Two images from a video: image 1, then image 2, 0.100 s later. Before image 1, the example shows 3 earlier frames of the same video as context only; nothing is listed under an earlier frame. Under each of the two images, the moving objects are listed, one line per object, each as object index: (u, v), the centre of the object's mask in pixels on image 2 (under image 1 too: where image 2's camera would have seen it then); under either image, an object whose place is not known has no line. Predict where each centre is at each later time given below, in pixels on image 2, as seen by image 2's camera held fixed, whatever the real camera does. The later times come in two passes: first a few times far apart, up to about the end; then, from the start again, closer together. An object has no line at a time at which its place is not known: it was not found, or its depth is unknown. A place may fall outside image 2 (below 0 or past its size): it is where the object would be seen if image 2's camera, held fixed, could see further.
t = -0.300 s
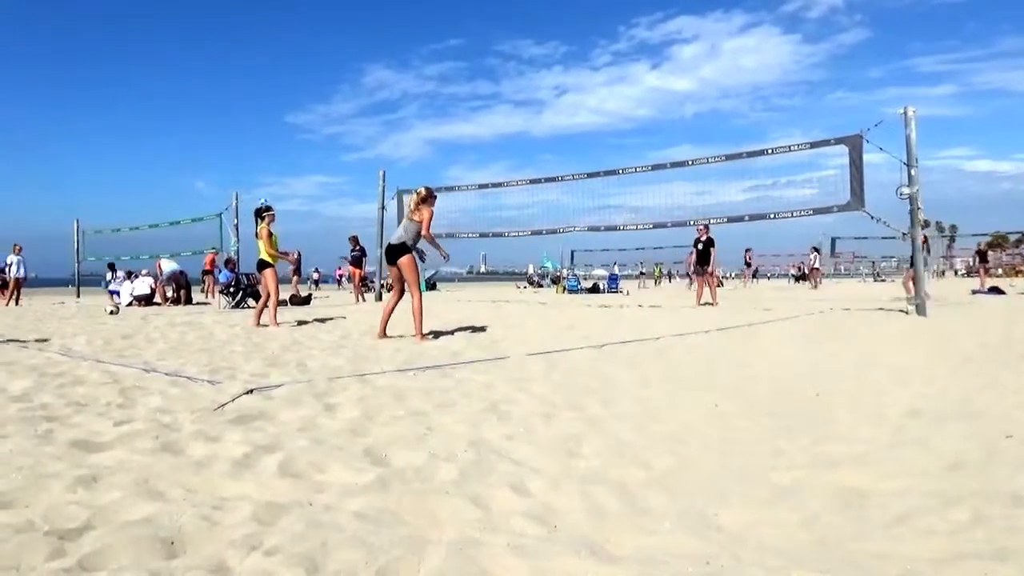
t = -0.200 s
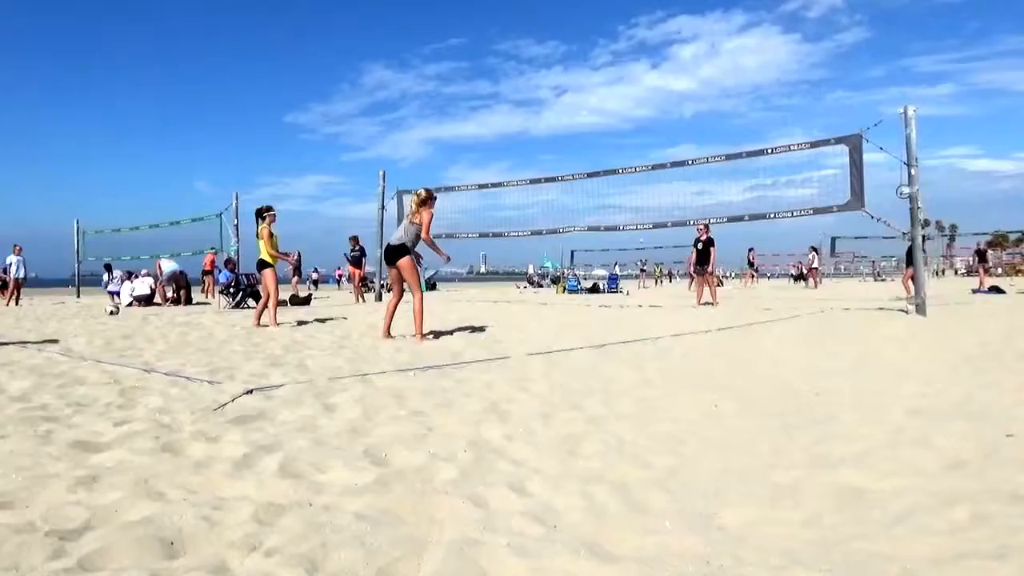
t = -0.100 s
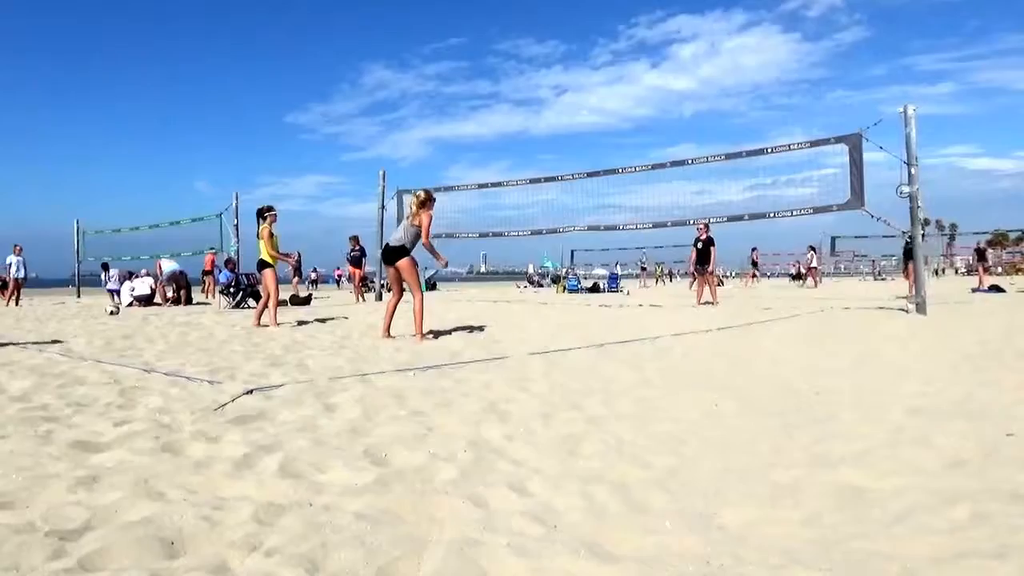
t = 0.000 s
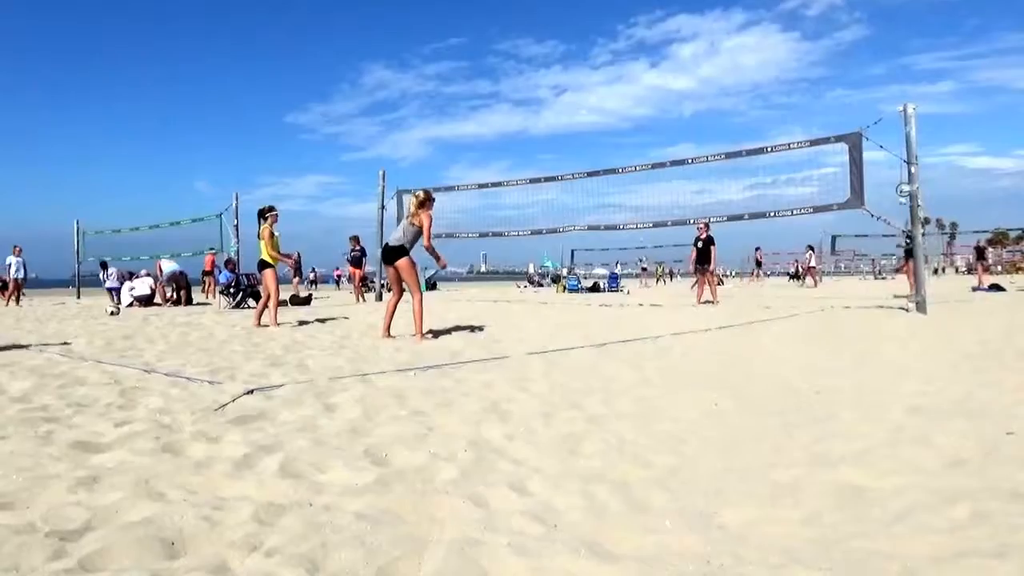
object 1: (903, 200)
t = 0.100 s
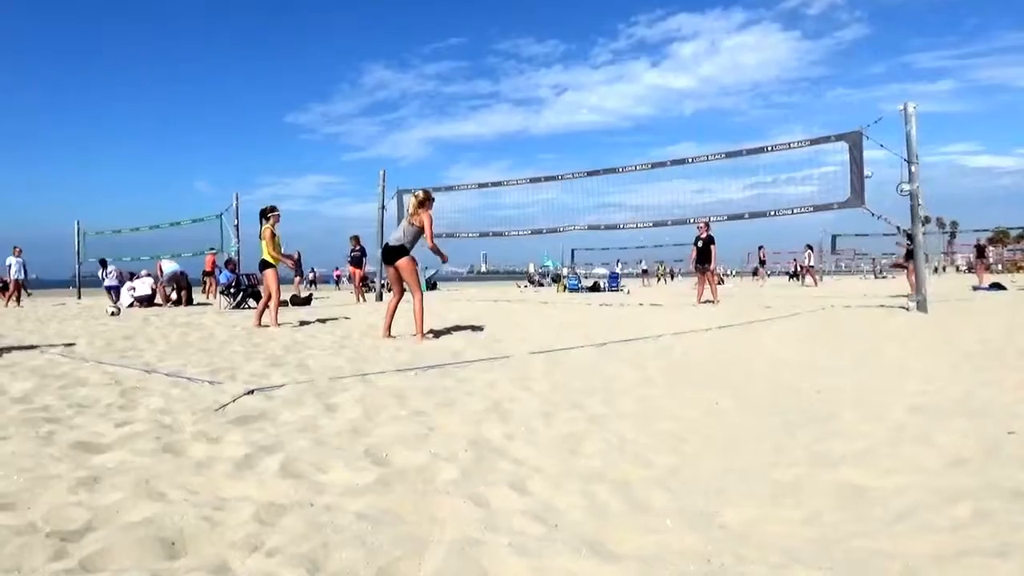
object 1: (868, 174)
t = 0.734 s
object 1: (631, 109)
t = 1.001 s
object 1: (528, 145)
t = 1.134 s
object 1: (474, 178)
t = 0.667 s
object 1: (656, 106)
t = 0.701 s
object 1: (643, 106)
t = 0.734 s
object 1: (631, 109)
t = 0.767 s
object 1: (618, 111)
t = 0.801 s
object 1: (606, 114)
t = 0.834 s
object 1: (593, 118)
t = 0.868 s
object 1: (580, 122)
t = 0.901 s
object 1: (567, 127)
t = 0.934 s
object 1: (554, 132)
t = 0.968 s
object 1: (541, 138)
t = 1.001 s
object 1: (528, 145)
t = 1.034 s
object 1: (514, 152)
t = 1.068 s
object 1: (501, 160)
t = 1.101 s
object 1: (487, 170)
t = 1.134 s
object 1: (474, 178)
